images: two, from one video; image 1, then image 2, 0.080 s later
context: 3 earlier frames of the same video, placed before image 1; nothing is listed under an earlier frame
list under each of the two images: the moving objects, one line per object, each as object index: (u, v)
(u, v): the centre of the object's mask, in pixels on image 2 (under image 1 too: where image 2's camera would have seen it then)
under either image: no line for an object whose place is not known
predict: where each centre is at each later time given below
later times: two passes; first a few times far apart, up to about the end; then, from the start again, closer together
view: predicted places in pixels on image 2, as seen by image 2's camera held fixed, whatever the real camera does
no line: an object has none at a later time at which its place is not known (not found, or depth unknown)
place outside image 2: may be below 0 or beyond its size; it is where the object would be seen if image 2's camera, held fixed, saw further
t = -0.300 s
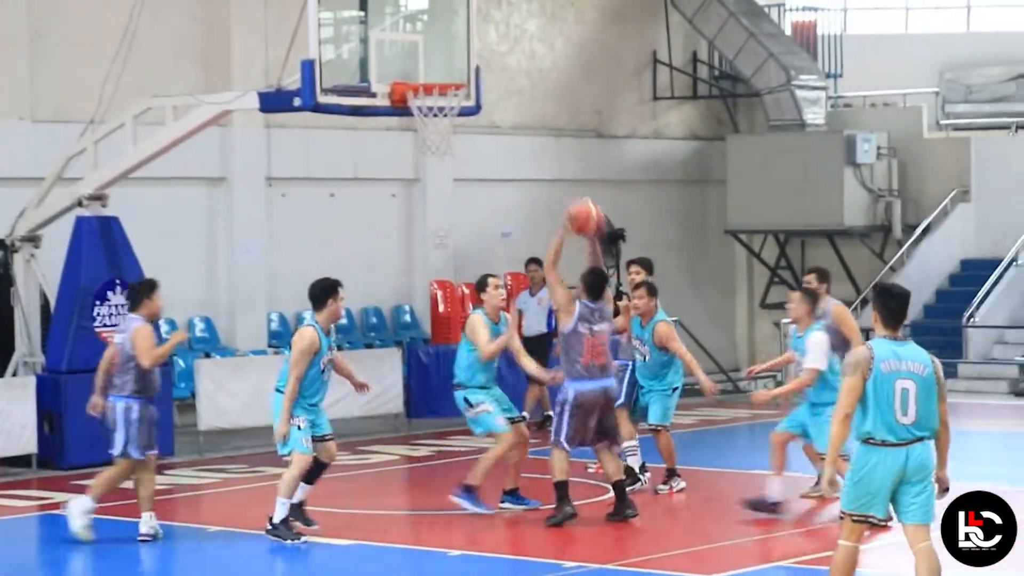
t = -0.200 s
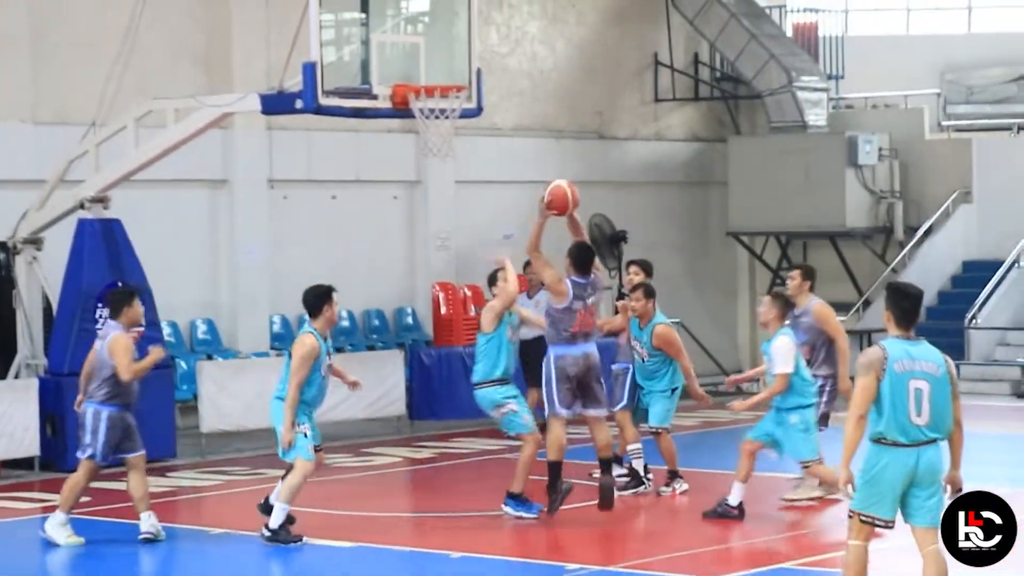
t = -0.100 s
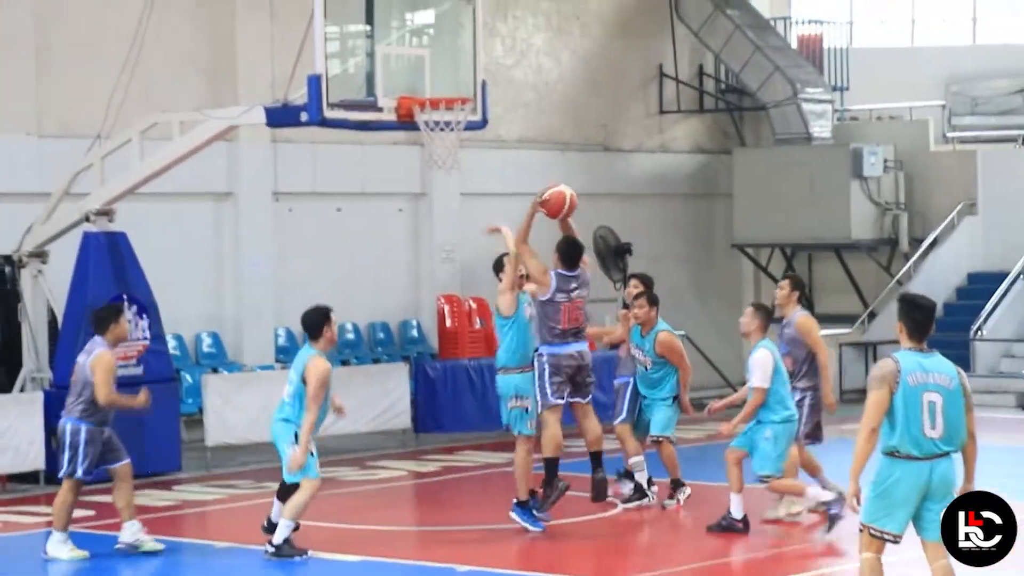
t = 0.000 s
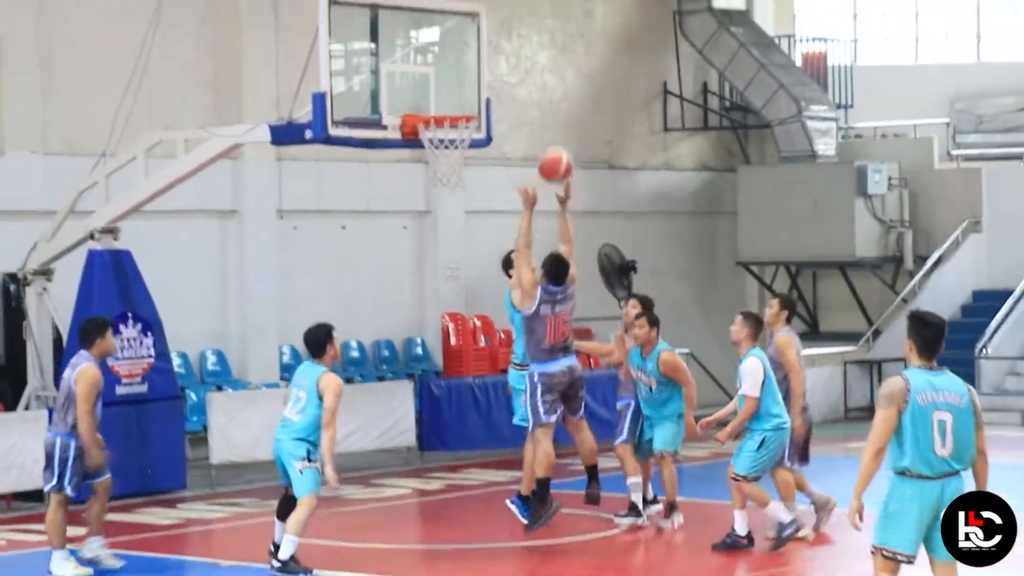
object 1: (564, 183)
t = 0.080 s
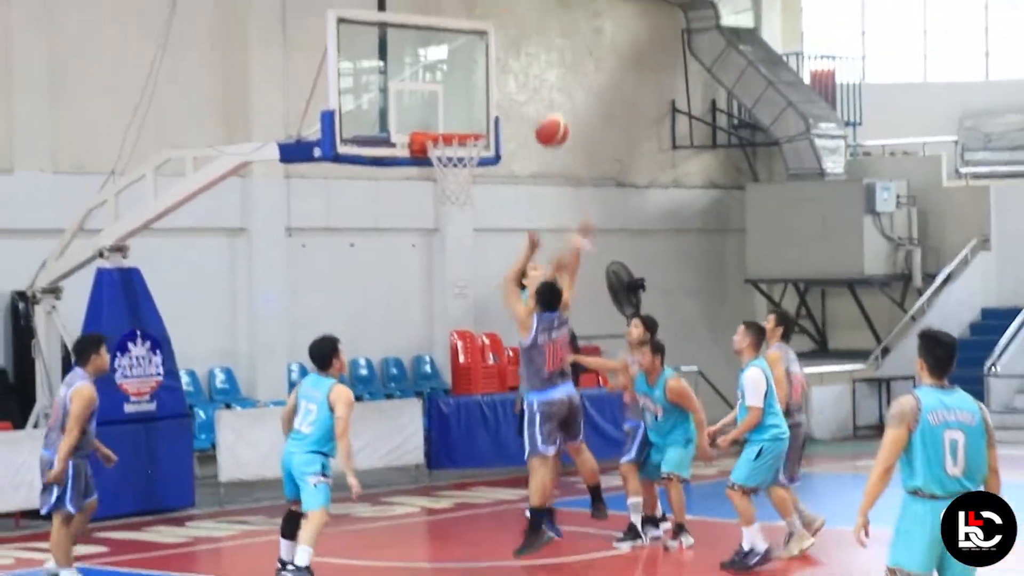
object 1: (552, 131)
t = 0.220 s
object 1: (533, 60)
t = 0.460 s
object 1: (502, 10)
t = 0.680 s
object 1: (479, 34)
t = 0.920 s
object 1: (456, 124)
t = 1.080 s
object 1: (495, 196)
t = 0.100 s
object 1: (550, 119)
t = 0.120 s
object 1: (547, 109)
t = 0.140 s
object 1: (544, 98)
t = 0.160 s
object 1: (541, 88)
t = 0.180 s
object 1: (538, 78)
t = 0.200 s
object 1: (535, 68)
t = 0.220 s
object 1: (533, 60)
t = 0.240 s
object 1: (530, 52)
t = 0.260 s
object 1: (527, 46)
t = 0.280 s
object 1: (524, 39)
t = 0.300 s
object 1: (521, 34)
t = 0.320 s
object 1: (519, 29)
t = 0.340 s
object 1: (517, 24)
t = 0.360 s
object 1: (514, 20)
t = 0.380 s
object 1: (511, 17)
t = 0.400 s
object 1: (509, 15)
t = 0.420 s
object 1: (507, 12)
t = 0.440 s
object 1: (505, 11)
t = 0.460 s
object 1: (502, 10)
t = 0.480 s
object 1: (500, 9)
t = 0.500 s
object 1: (498, 9)
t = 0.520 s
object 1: (496, 10)
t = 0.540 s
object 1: (493, 11)
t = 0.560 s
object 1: (491, 13)
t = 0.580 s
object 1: (489, 15)
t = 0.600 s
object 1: (487, 18)
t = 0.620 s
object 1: (485, 21)
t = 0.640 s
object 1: (483, 25)
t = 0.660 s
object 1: (481, 29)
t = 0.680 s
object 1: (479, 34)
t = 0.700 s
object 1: (477, 40)
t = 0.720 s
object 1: (475, 45)
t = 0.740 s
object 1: (473, 51)
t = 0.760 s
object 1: (471, 58)
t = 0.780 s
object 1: (469, 65)
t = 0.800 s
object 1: (467, 73)
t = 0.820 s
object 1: (466, 80)
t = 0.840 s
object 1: (464, 89)
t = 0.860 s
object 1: (462, 100)
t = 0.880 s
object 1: (460, 108)
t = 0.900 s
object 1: (458, 118)
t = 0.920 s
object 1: (456, 124)
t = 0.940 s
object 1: (455, 128)
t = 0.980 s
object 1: (462, 154)
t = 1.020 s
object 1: (483, 170)
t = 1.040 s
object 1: (485, 177)
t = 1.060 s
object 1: (489, 186)
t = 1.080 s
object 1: (495, 196)
